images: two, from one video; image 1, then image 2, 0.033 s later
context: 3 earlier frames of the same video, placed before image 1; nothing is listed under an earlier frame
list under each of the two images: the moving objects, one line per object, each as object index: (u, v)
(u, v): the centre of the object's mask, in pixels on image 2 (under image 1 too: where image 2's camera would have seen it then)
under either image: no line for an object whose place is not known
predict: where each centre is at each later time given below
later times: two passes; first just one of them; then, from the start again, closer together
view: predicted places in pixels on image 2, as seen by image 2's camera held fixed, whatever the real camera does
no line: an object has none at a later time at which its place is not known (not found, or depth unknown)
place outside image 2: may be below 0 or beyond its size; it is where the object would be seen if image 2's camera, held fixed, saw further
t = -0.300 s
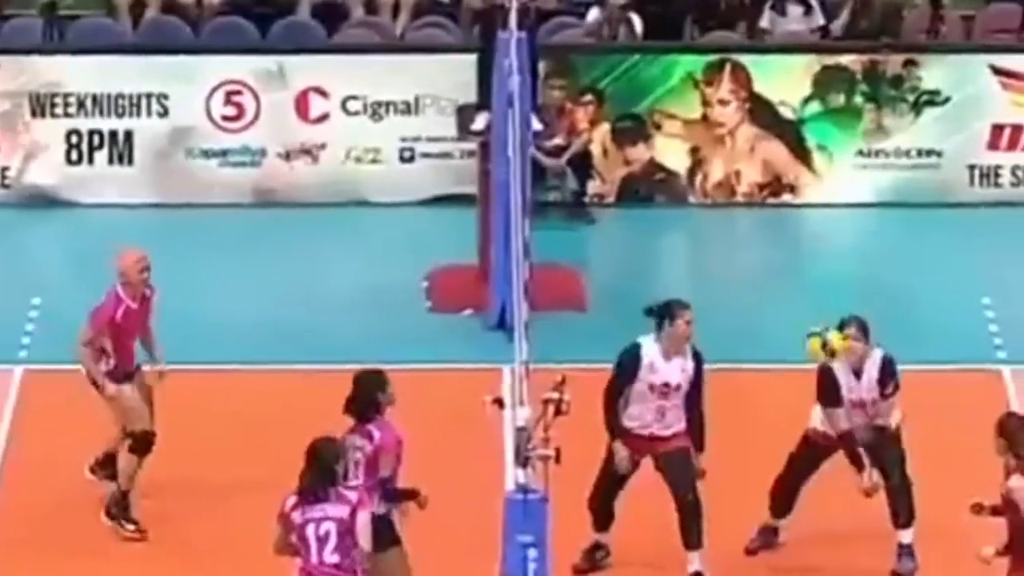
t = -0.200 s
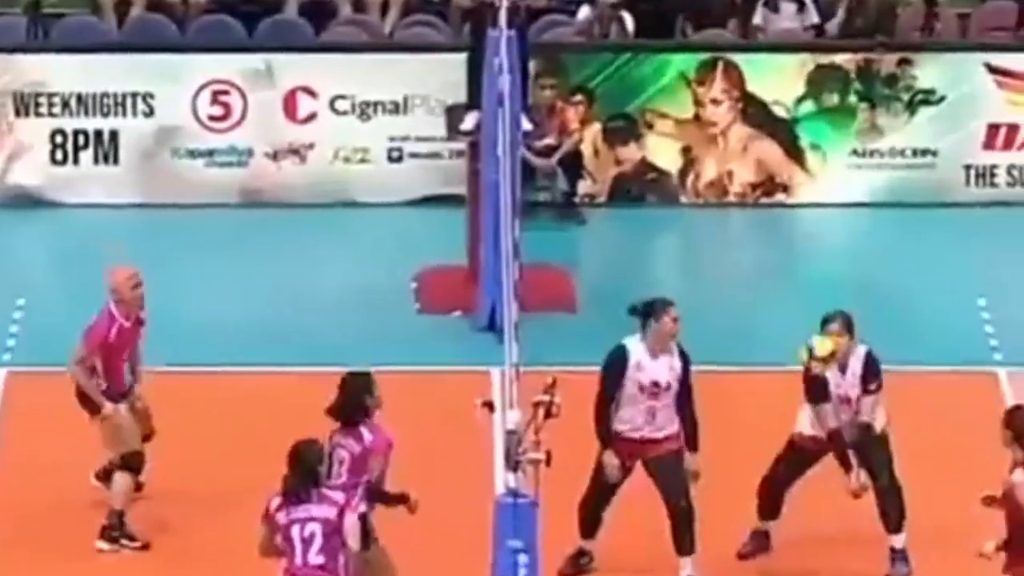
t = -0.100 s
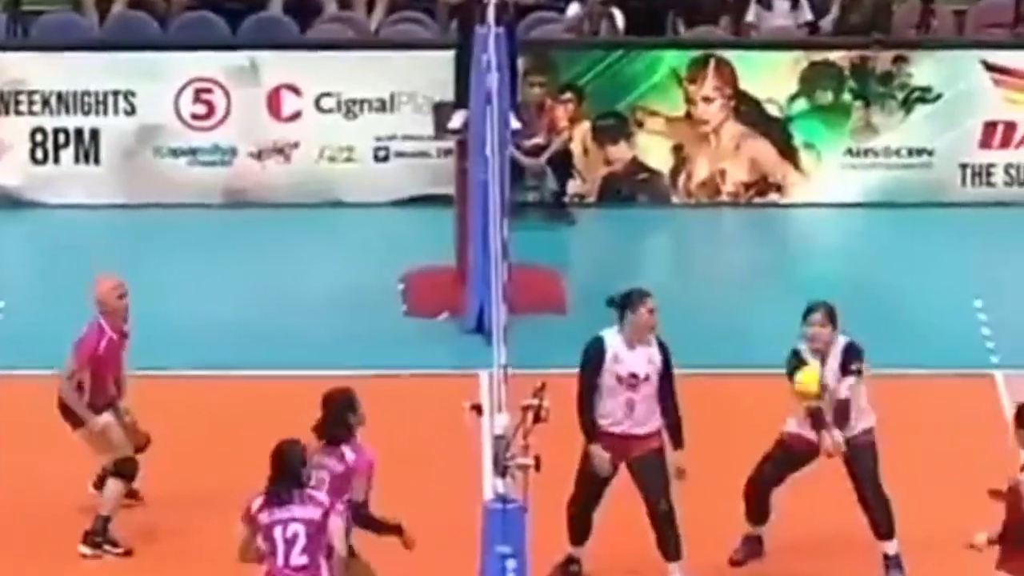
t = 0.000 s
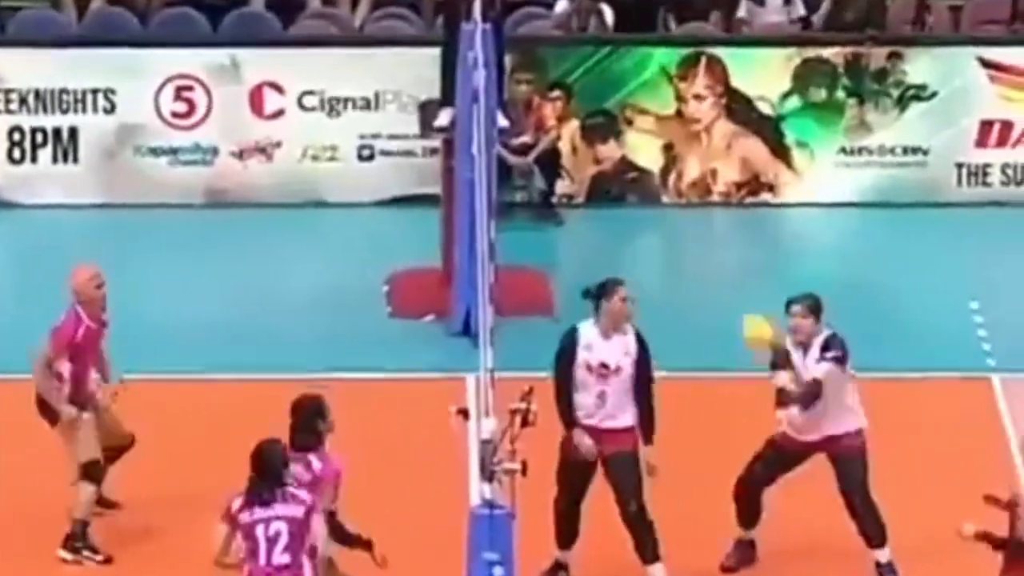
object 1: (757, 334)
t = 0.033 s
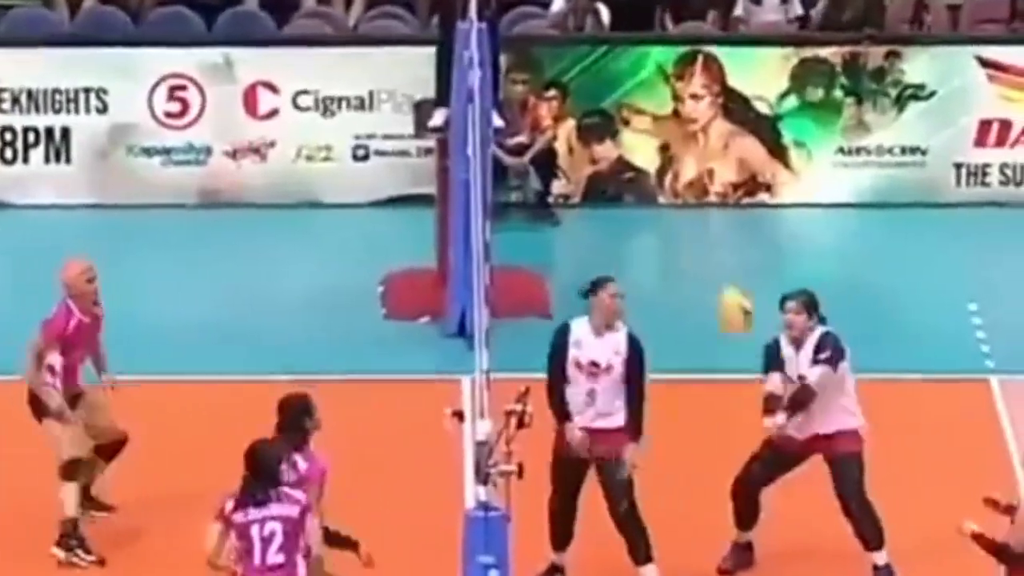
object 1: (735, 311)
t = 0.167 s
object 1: (645, 203)
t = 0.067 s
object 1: (715, 279)
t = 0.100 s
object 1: (692, 253)
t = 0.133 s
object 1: (665, 228)
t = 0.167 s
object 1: (645, 203)
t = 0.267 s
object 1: (578, 152)
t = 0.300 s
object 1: (558, 137)
